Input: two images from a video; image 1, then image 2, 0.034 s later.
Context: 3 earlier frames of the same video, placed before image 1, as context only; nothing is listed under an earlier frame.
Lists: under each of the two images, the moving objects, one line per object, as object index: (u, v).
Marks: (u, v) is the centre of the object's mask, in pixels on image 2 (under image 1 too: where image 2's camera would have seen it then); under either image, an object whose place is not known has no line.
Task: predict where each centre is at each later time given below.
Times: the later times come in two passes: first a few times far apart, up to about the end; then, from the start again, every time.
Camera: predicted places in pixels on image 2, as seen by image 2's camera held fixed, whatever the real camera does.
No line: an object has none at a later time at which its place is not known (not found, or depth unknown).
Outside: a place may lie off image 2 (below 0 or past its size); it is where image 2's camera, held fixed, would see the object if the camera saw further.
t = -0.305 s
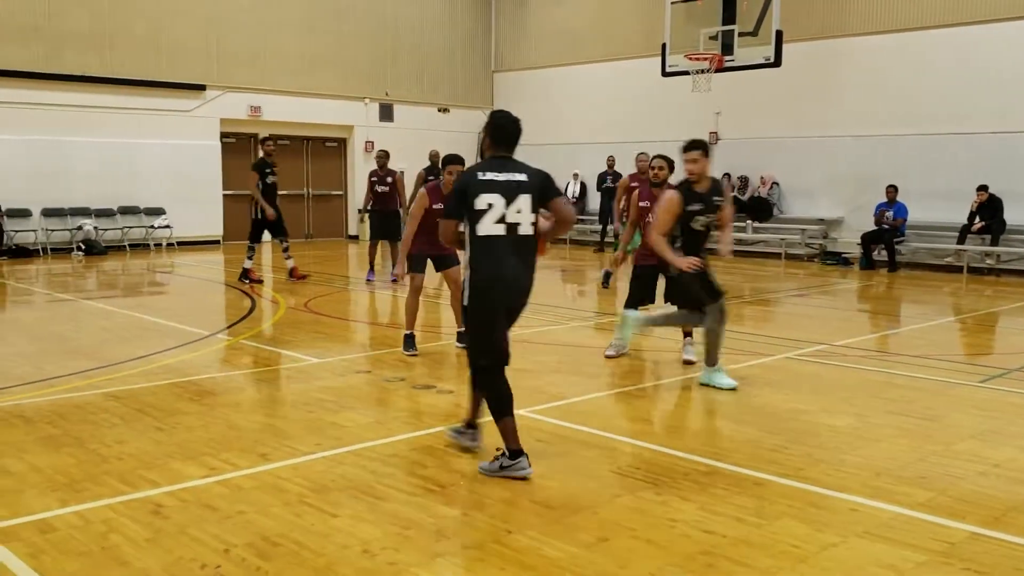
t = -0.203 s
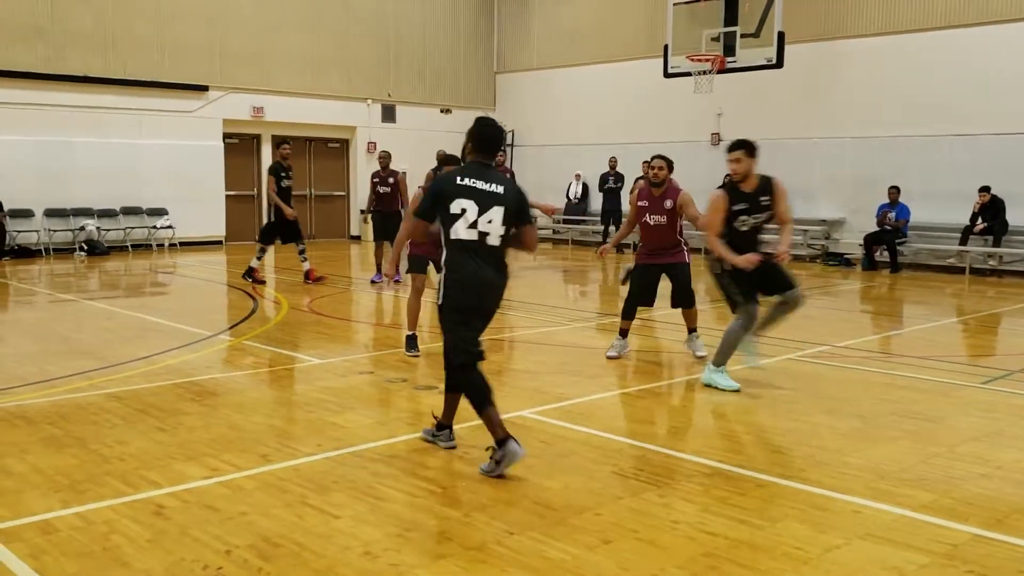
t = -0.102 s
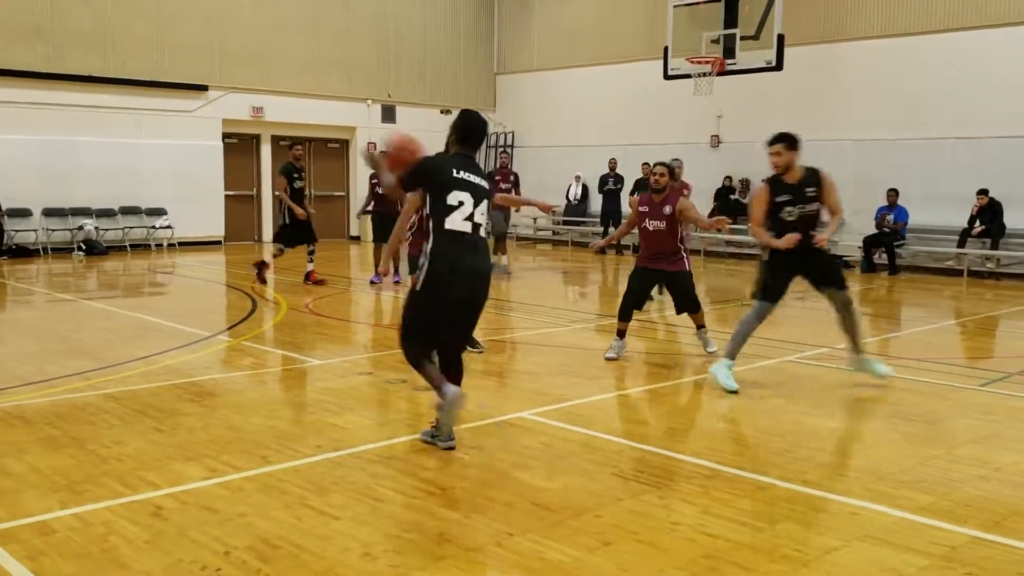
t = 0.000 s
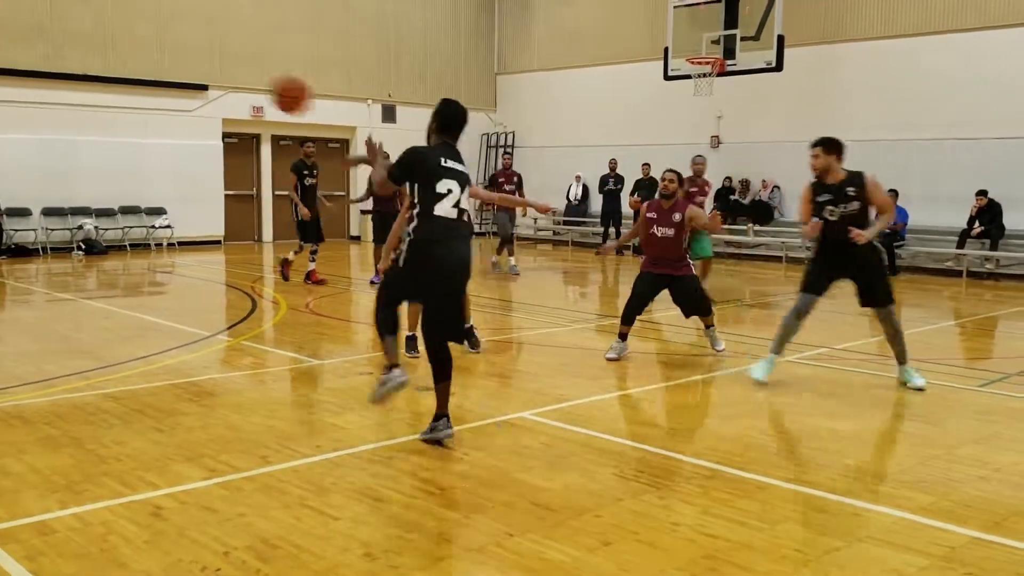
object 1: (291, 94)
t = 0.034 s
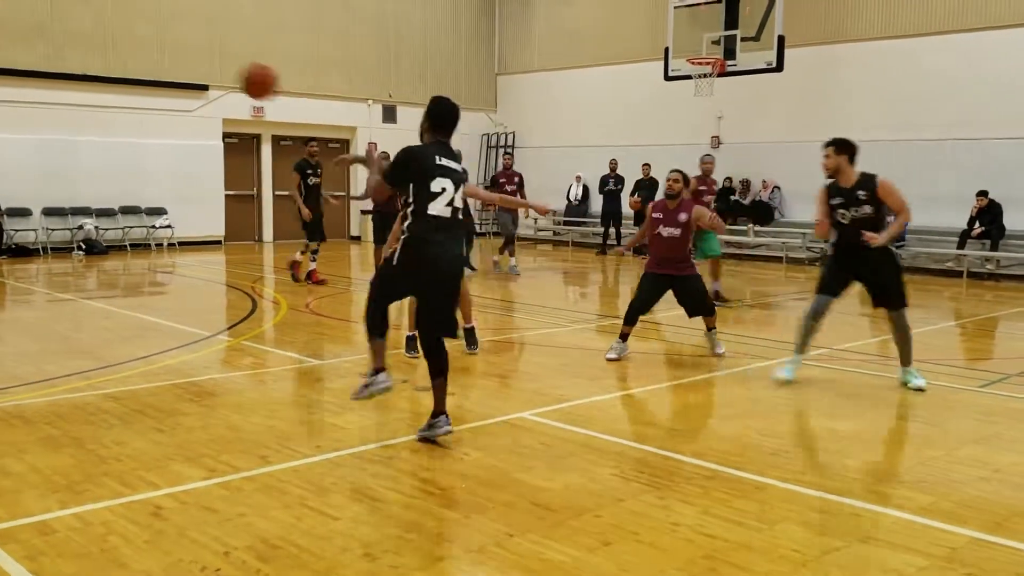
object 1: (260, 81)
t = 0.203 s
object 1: (129, 46)
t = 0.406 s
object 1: (23, 54)
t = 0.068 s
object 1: (229, 69)
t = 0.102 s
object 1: (200, 60)
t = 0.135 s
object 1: (175, 54)
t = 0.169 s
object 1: (151, 49)
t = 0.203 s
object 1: (129, 46)
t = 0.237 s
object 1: (108, 44)
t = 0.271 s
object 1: (89, 44)
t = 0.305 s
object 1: (70, 45)
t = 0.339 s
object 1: (53, 47)
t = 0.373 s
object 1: (38, 50)
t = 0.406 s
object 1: (23, 54)
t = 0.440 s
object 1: (8, 59)
